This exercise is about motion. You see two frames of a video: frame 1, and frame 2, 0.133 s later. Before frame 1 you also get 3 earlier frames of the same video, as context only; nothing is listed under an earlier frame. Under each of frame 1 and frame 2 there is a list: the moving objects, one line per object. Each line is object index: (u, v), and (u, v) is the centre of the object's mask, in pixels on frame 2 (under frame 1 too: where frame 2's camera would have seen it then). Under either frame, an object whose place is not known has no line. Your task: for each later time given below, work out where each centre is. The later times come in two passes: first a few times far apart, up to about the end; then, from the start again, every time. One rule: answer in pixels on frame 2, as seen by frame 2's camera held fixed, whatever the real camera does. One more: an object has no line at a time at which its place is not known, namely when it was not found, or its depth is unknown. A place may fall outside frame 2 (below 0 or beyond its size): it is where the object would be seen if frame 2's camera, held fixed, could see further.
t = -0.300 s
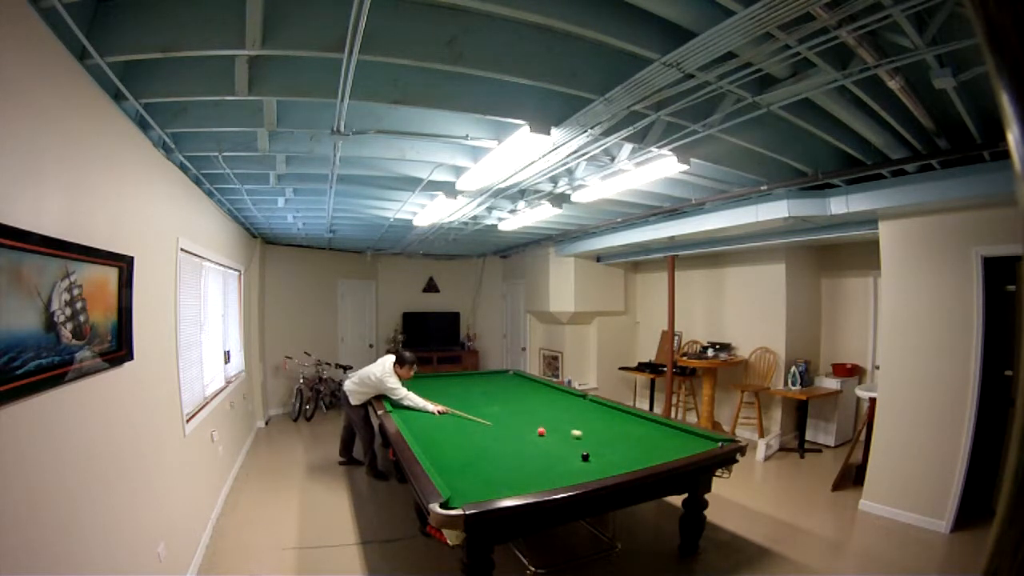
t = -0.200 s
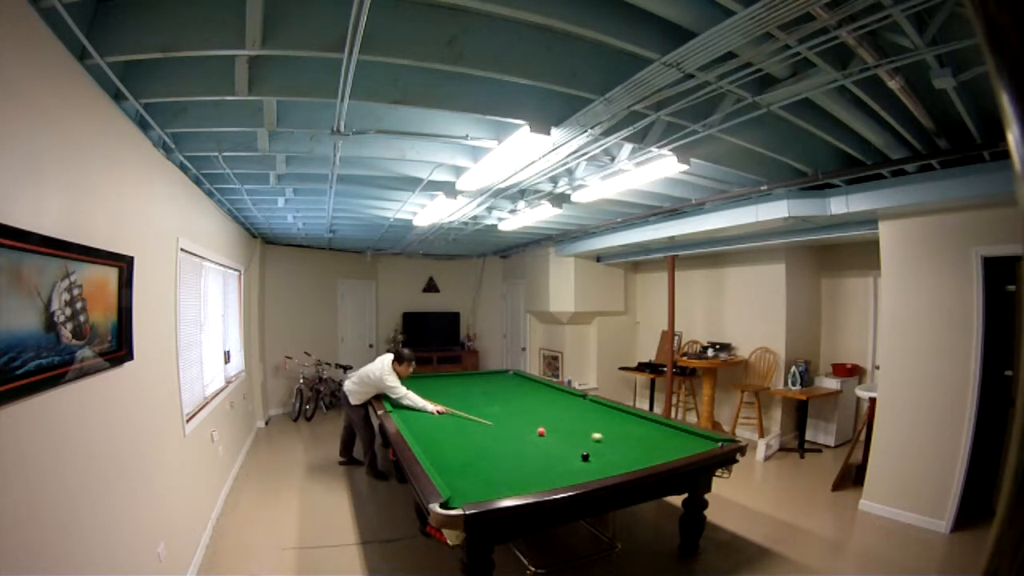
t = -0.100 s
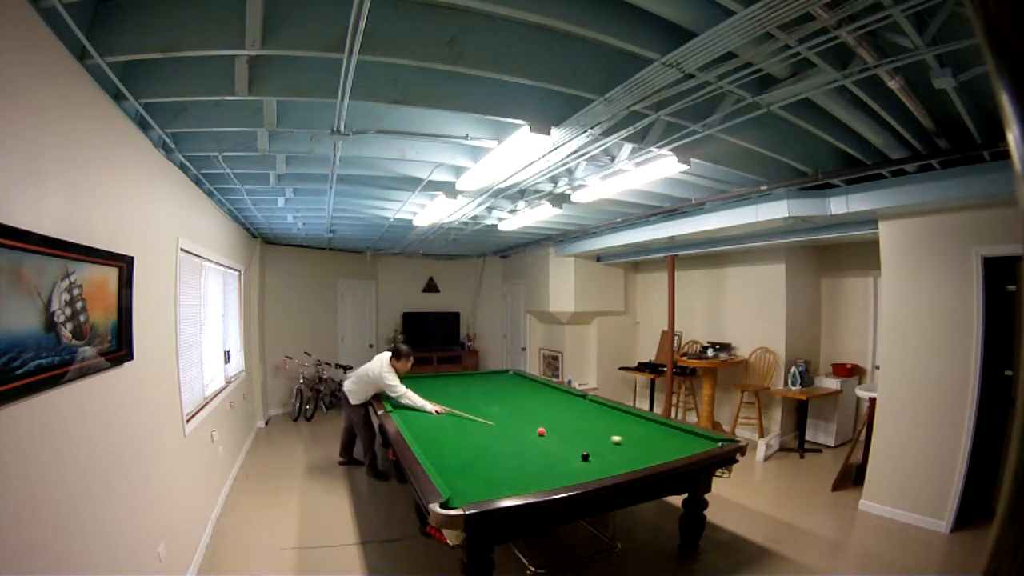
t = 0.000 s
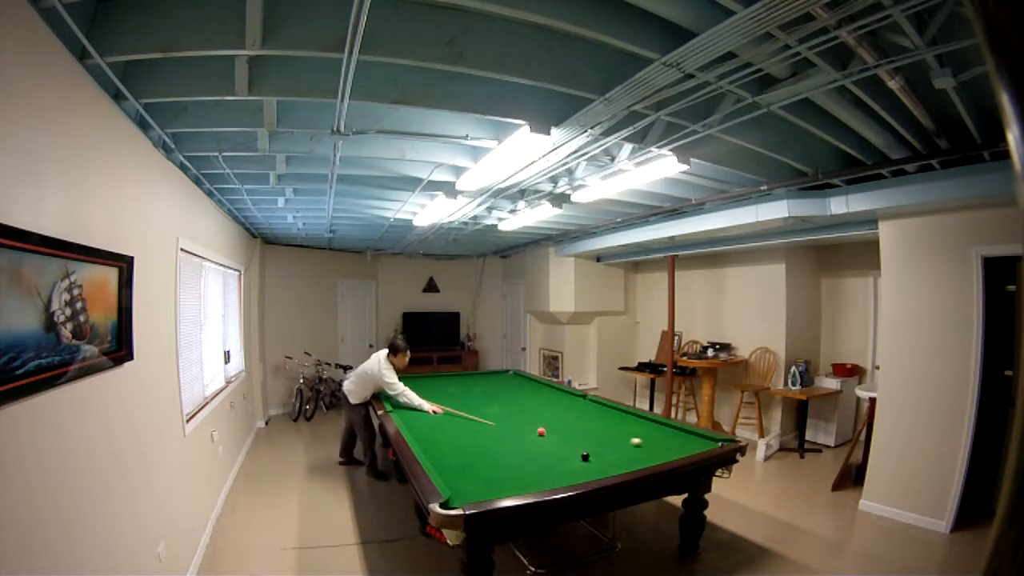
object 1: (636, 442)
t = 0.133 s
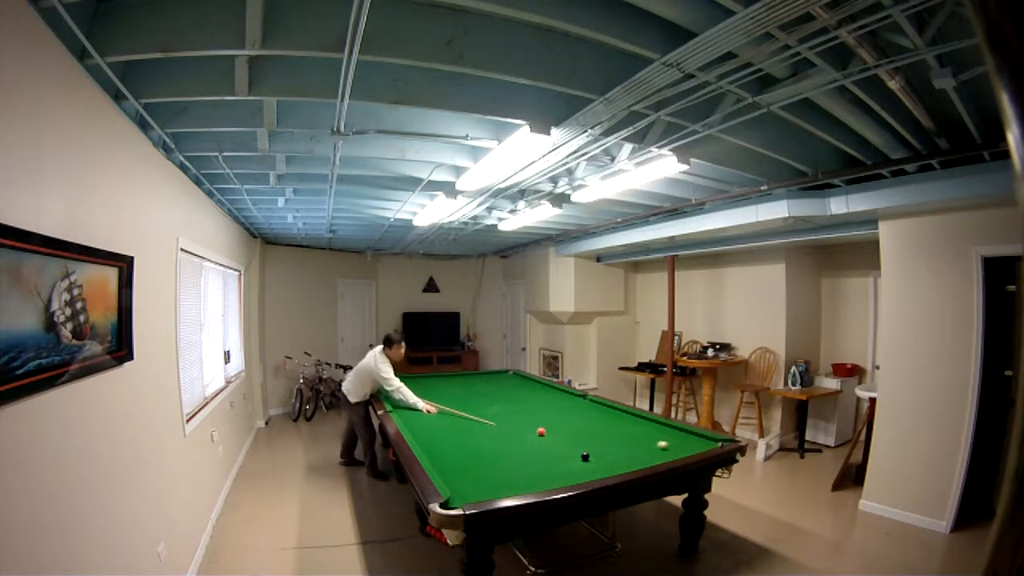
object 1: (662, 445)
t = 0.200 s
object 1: (676, 446)
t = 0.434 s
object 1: (695, 444)
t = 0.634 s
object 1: (690, 437)
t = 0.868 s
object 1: (683, 430)
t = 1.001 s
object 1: (674, 429)
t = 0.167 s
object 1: (669, 446)
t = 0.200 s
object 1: (676, 446)
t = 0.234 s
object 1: (682, 447)
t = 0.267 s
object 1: (689, 446)
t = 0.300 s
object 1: (696, 447)
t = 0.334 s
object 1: (699, 447)
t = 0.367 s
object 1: (697, 446)
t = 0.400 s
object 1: (696, 445)
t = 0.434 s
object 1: (695, 444)
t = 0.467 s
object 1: (694, 443)
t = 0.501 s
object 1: (694, 442)
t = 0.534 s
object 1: (693, 440)
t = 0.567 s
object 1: (692, 440)
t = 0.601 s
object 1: (691, 439)
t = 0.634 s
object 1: (690, 437)
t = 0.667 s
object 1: (689, 436)
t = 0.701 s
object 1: (688, 435)
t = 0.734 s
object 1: (687, 434)
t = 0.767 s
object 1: (687, 433)
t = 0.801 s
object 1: (686, 432)
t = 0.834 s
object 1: (685, 431)
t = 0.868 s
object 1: (683, 430)
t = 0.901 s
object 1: (681, 430)
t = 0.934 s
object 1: (678, 430)
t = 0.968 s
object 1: (676, 429)
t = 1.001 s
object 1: (674, 429)
